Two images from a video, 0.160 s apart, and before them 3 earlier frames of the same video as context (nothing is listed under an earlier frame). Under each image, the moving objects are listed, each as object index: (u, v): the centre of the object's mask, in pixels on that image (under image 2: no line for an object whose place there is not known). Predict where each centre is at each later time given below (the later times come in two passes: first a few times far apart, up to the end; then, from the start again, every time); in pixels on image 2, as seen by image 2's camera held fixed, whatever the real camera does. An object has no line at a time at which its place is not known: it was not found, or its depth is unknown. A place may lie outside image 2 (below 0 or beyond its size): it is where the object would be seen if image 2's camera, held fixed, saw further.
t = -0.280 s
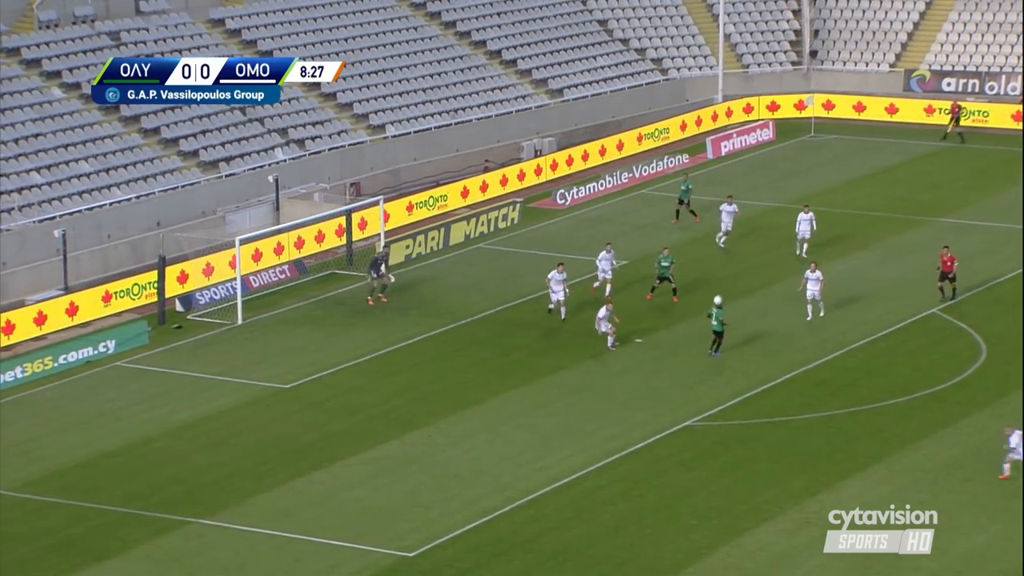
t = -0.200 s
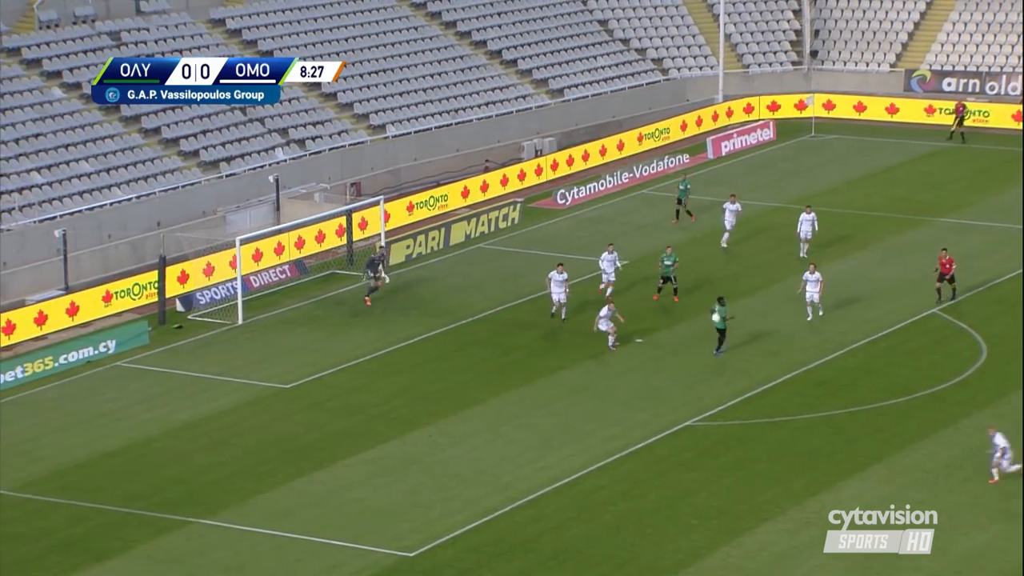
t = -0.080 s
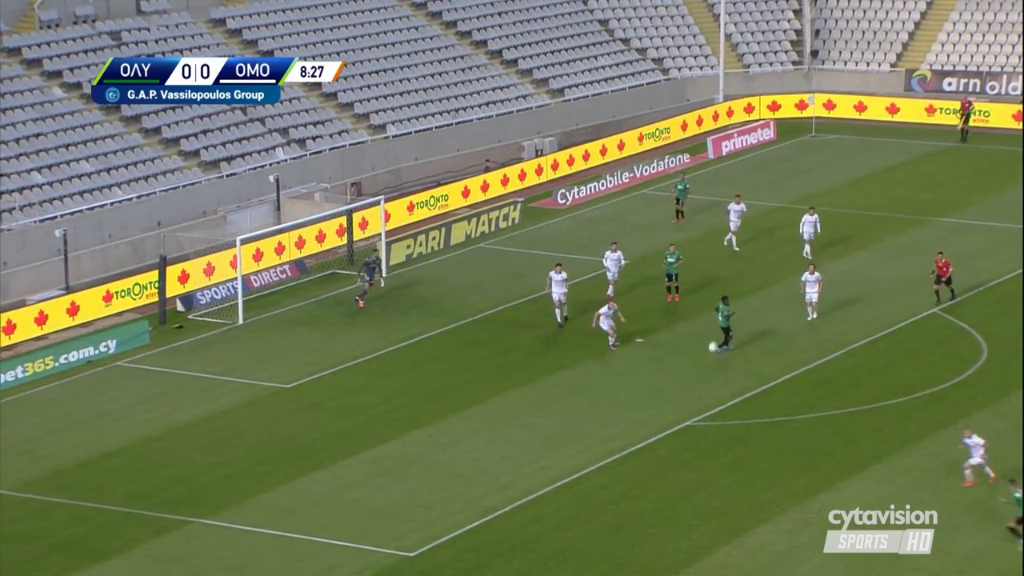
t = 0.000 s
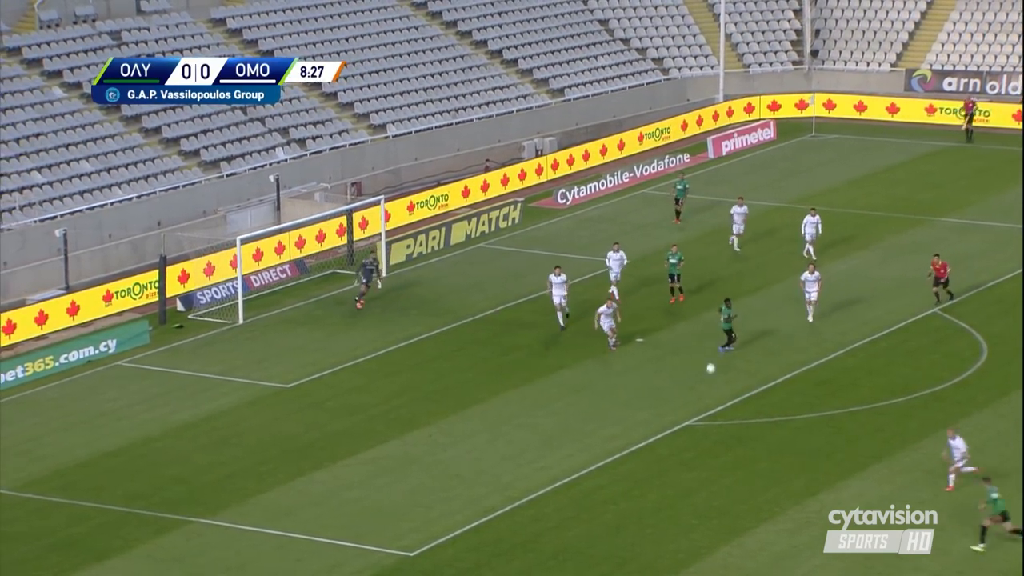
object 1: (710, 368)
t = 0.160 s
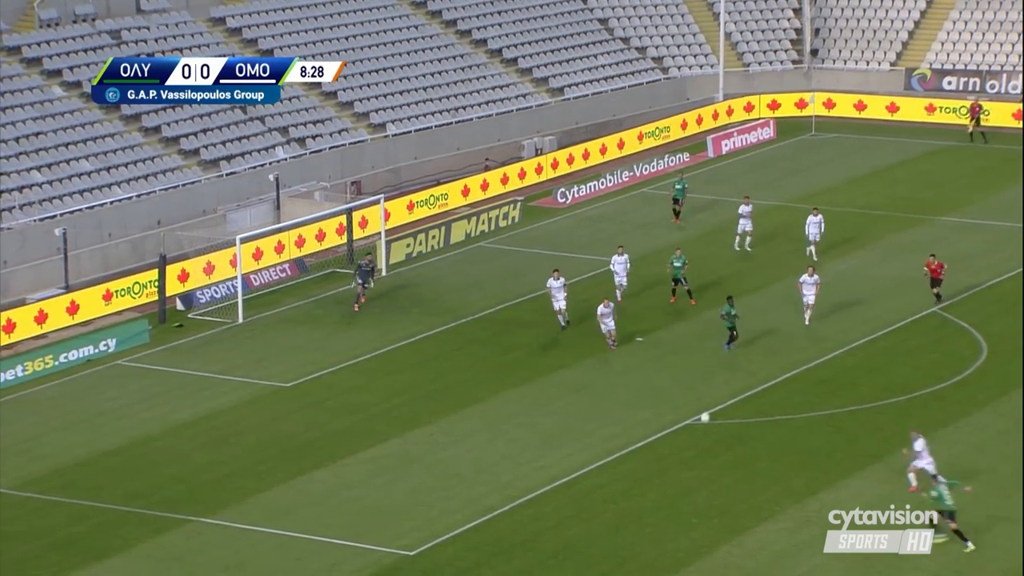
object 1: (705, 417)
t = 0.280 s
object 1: (701, 414)
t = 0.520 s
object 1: (691, 415)
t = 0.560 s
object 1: (689, 416)
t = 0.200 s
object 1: (703, 419)
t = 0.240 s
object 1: (702, 416)
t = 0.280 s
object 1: (701, 414)
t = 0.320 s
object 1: (699, 412)
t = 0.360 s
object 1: (698, 412)
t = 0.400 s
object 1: (696, 411)
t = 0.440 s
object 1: (695, 412)
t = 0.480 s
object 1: (693, 413)
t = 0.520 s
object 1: (691, 415)
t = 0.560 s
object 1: (689, 416)
